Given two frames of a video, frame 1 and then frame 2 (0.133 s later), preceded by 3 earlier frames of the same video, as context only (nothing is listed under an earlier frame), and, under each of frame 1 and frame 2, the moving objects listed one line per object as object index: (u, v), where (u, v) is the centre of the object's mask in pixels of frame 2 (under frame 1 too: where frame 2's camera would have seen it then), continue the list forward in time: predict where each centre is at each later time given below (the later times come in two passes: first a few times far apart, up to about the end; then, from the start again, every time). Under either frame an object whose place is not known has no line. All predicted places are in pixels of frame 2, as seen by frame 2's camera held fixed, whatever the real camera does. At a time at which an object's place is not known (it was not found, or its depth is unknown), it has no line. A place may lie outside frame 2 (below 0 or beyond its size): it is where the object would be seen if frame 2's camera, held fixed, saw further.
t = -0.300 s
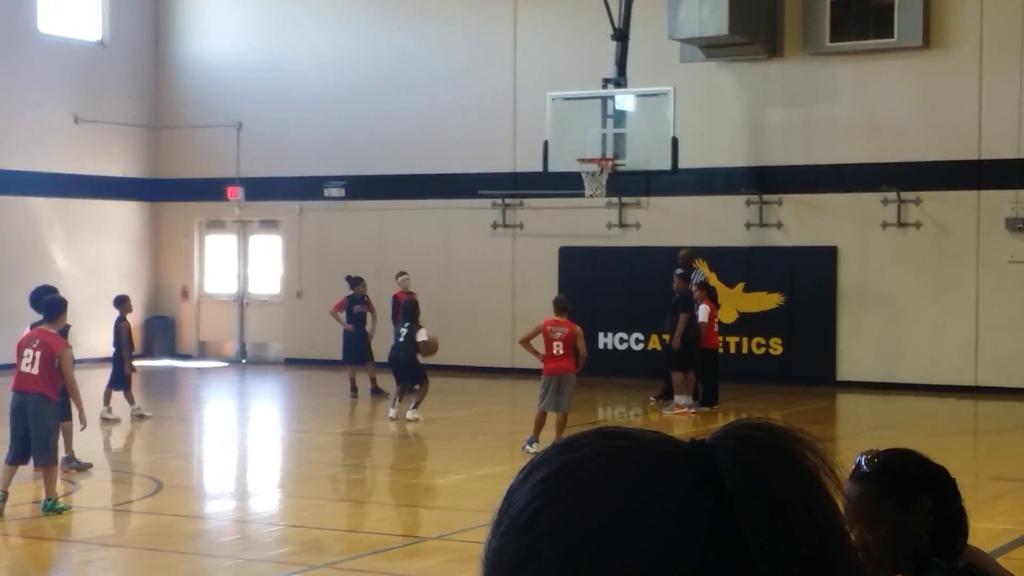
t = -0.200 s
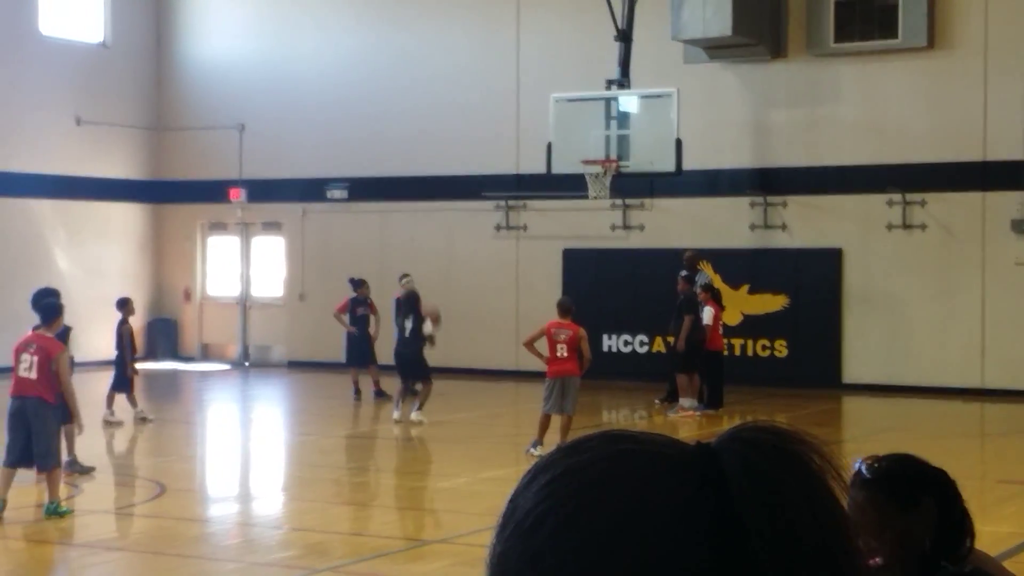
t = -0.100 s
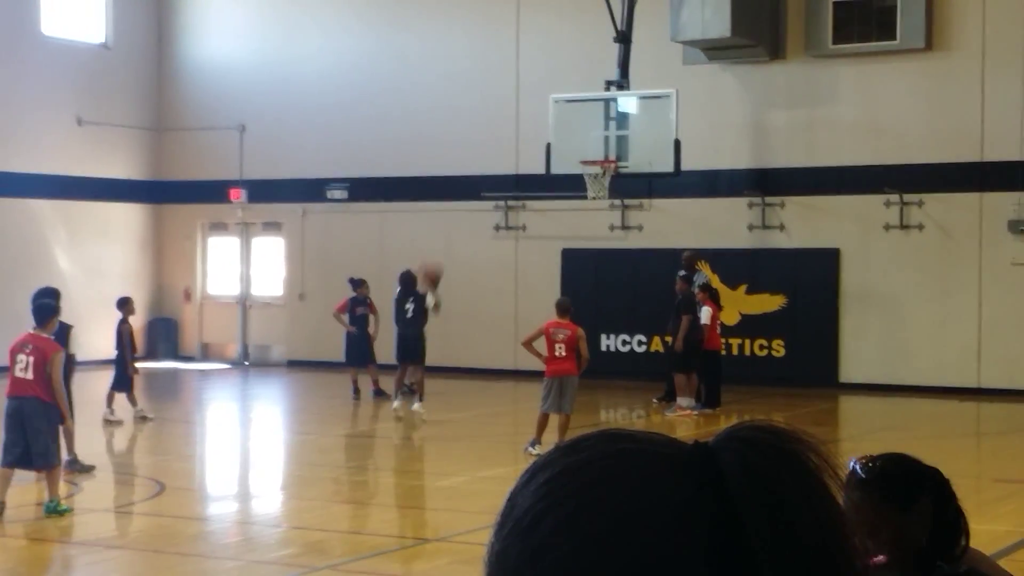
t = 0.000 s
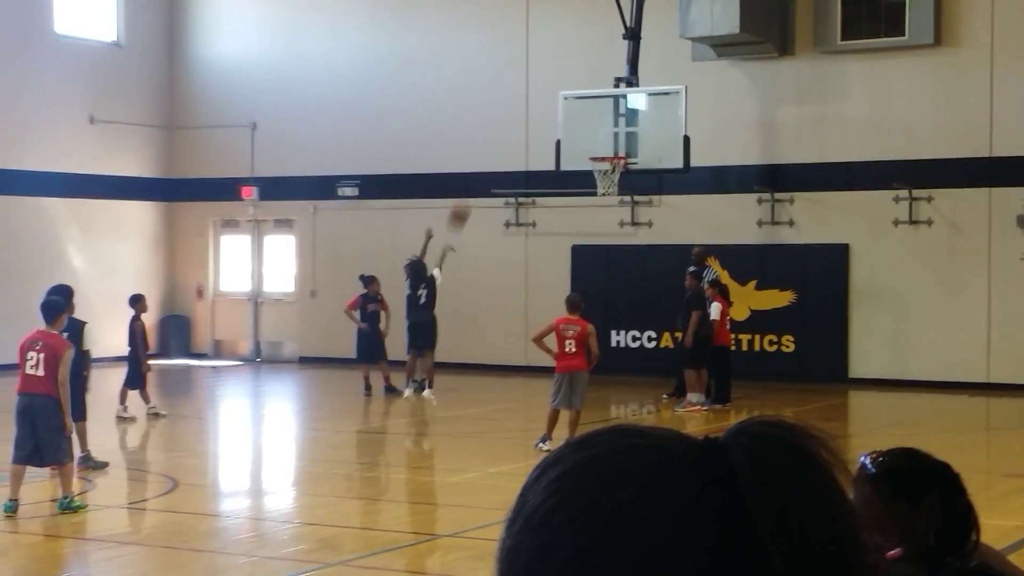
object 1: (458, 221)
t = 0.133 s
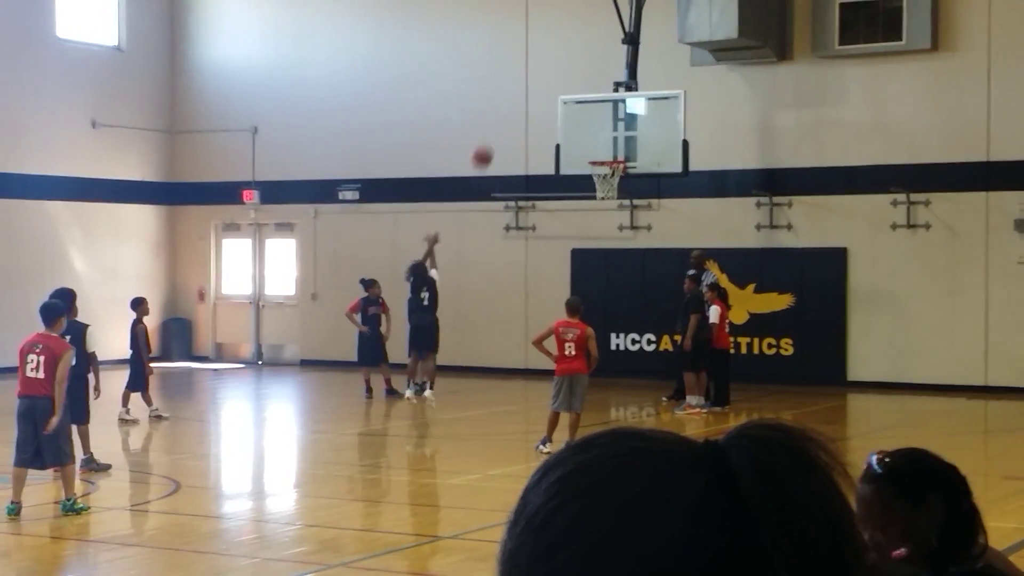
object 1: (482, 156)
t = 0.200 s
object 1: (494, 132)
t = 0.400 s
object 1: (527, 84)
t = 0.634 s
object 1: (563, 73)
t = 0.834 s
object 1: (591, 95)
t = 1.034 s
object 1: (616, 147)
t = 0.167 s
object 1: (489, 143)
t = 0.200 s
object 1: (494, 132)
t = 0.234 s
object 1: (500, 122)
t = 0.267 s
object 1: (506, 112)
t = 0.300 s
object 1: (511, 103)
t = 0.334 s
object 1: (516, 96)
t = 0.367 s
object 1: (522, 89)
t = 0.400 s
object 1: (527, 84)
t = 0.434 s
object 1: (533, 80)
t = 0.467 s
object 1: (538, 77)
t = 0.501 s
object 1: (543, 74)
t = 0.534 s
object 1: (548, 72)
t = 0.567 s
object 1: (553, 72)
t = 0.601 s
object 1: (558, 72)
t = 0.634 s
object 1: (563, 73)
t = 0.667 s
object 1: (568, 75)
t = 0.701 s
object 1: (572, 77)
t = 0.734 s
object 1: (577, 80)
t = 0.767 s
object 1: (582, 85)
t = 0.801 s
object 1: (586, 90)
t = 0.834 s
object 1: (591, 95)
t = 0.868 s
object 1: (595, 102)
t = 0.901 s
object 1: (600, 110)
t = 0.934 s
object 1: (604, 118)
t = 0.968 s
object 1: (607, 127)
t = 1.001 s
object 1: (611, 137)
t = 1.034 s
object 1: (616, 147)
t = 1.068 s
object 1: (619, 154)
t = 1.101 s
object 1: (614, 146)
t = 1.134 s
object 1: (610, 138)
